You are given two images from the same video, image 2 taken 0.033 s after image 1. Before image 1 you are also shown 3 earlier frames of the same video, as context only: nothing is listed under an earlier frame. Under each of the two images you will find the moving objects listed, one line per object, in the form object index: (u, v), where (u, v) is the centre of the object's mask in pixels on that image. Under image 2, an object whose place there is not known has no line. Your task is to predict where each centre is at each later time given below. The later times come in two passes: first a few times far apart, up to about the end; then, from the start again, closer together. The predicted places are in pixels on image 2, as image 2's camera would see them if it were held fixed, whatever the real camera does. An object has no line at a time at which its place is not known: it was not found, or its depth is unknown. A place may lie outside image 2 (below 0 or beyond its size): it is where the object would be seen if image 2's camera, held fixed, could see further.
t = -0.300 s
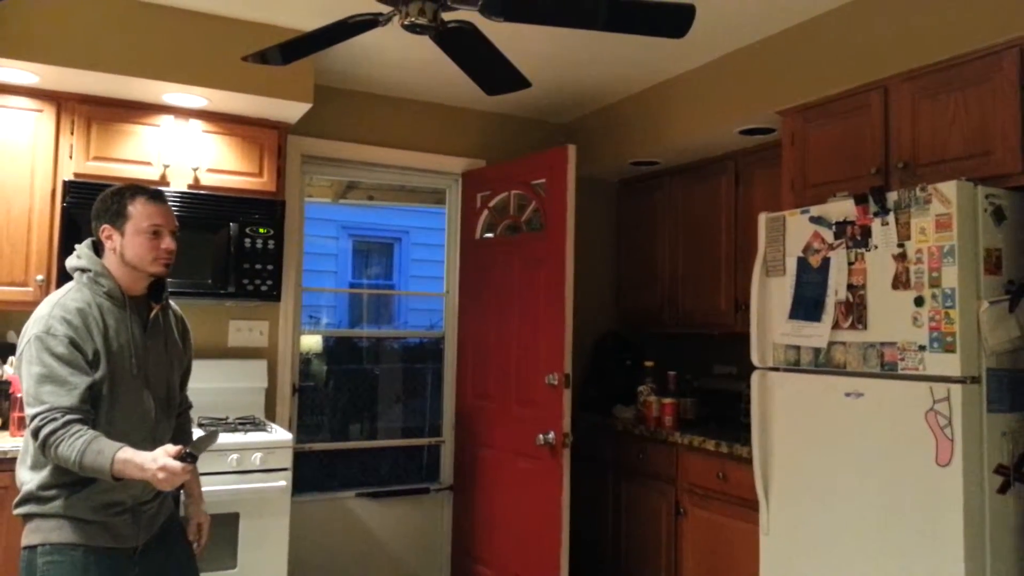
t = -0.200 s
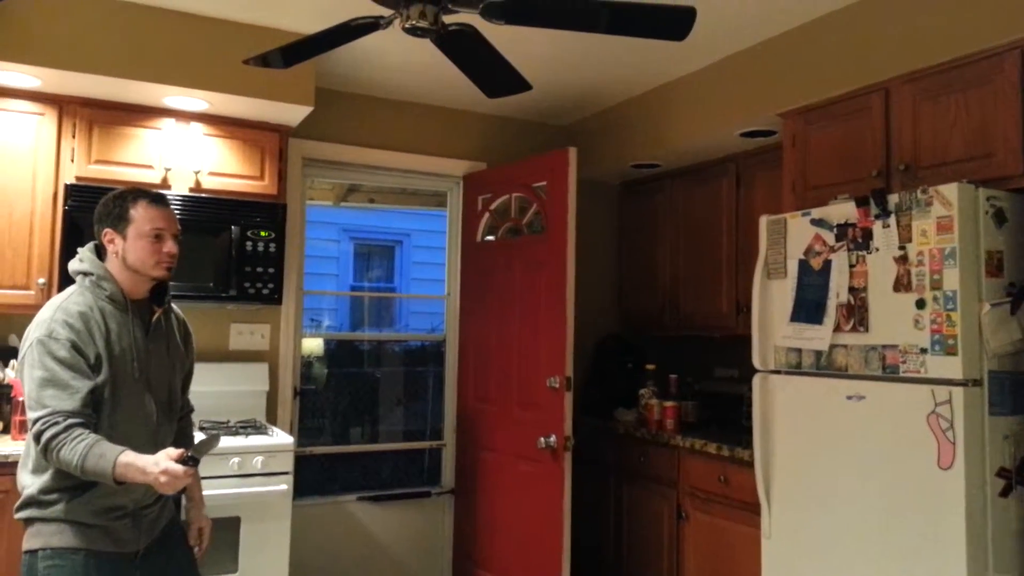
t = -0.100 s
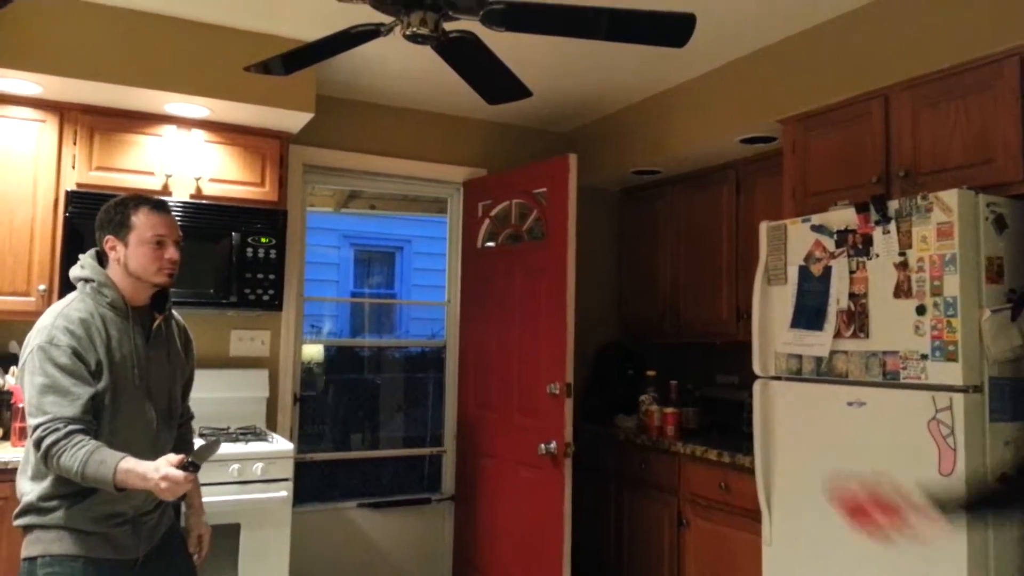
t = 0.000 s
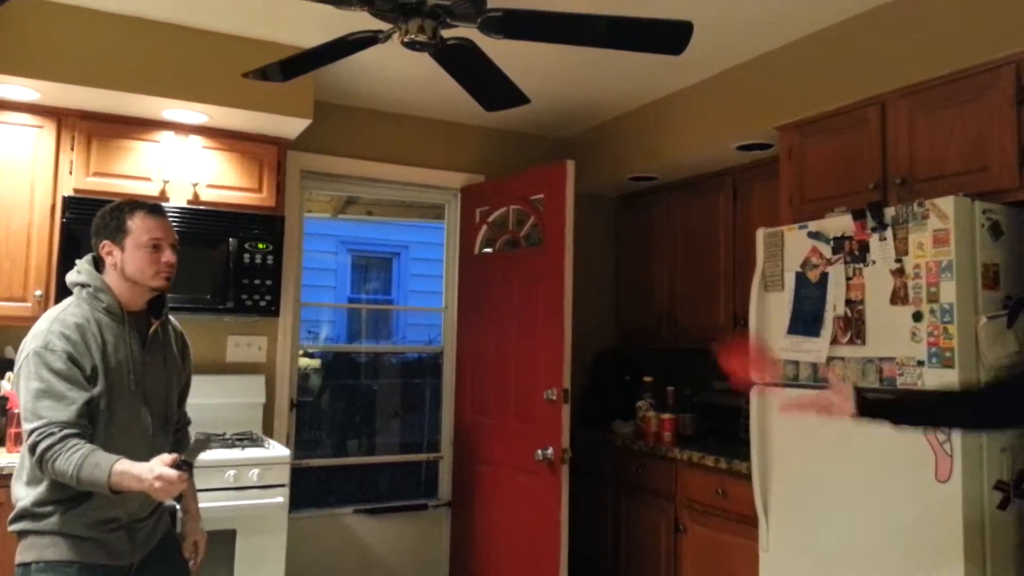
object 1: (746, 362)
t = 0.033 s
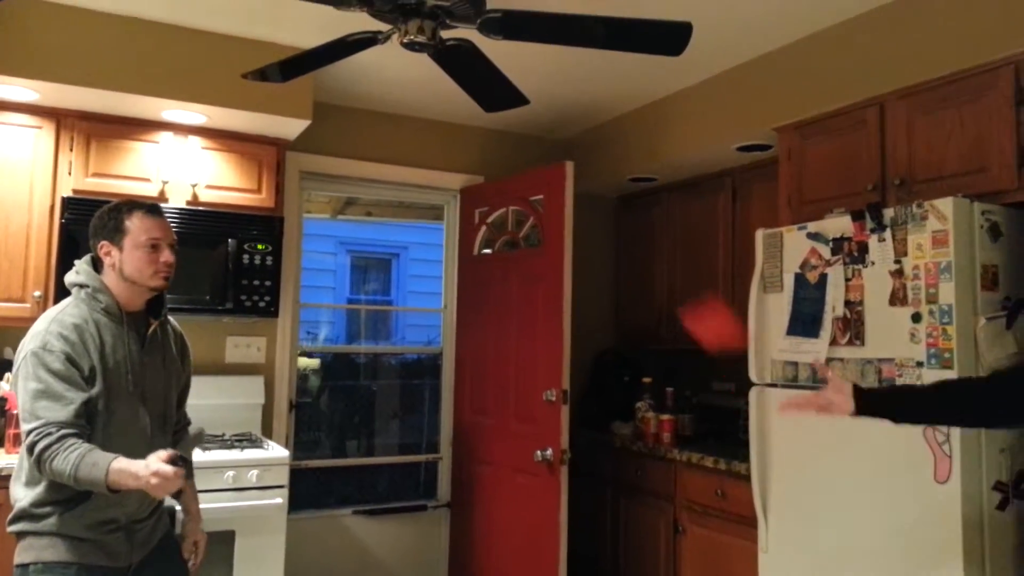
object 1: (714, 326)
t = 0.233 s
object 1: (526, 190)
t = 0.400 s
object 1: (382, 211)
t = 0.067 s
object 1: (683, 292)
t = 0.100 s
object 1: (651, 262)
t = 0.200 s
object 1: (558, 204)
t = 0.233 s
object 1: (526, 190)
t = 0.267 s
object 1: (499, 187)
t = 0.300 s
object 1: (470, 186)
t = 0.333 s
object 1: (438, 191)
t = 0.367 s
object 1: (408, 201)
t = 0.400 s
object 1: (382, 211)
